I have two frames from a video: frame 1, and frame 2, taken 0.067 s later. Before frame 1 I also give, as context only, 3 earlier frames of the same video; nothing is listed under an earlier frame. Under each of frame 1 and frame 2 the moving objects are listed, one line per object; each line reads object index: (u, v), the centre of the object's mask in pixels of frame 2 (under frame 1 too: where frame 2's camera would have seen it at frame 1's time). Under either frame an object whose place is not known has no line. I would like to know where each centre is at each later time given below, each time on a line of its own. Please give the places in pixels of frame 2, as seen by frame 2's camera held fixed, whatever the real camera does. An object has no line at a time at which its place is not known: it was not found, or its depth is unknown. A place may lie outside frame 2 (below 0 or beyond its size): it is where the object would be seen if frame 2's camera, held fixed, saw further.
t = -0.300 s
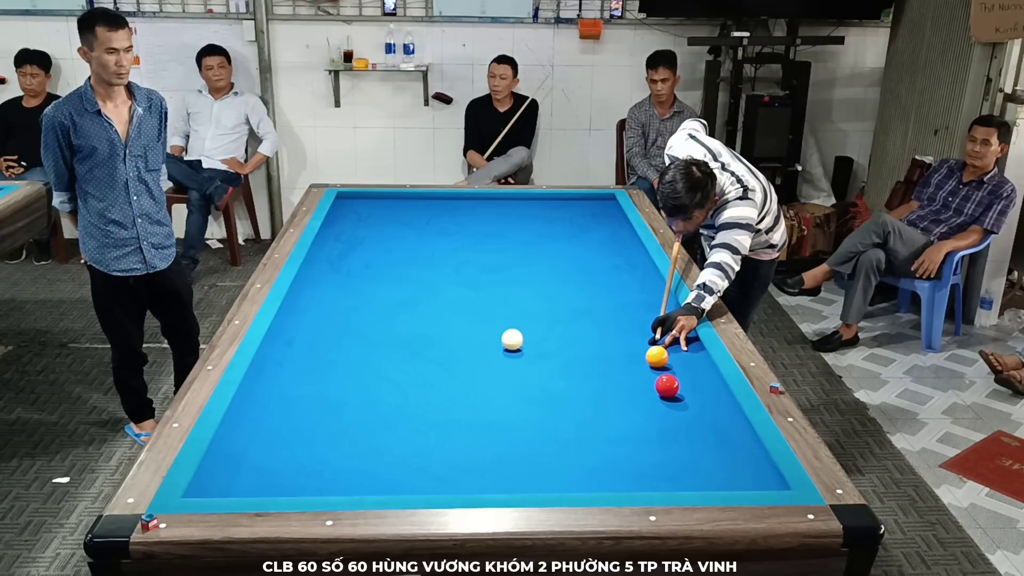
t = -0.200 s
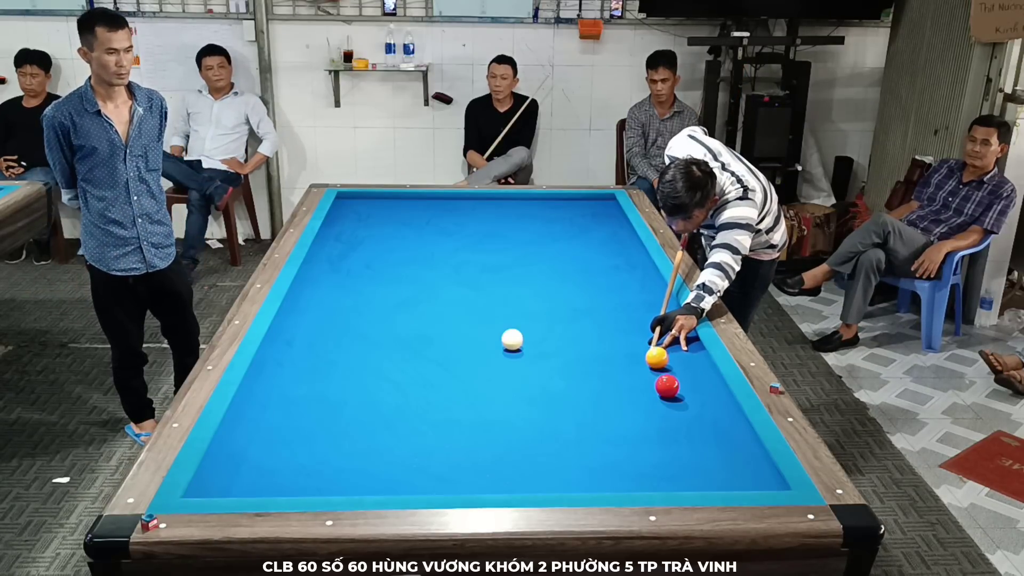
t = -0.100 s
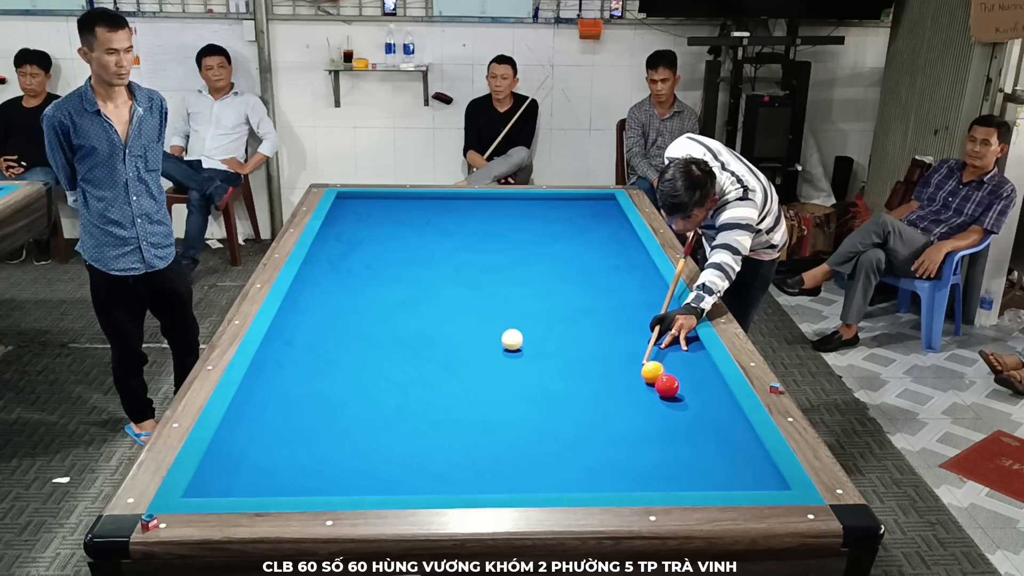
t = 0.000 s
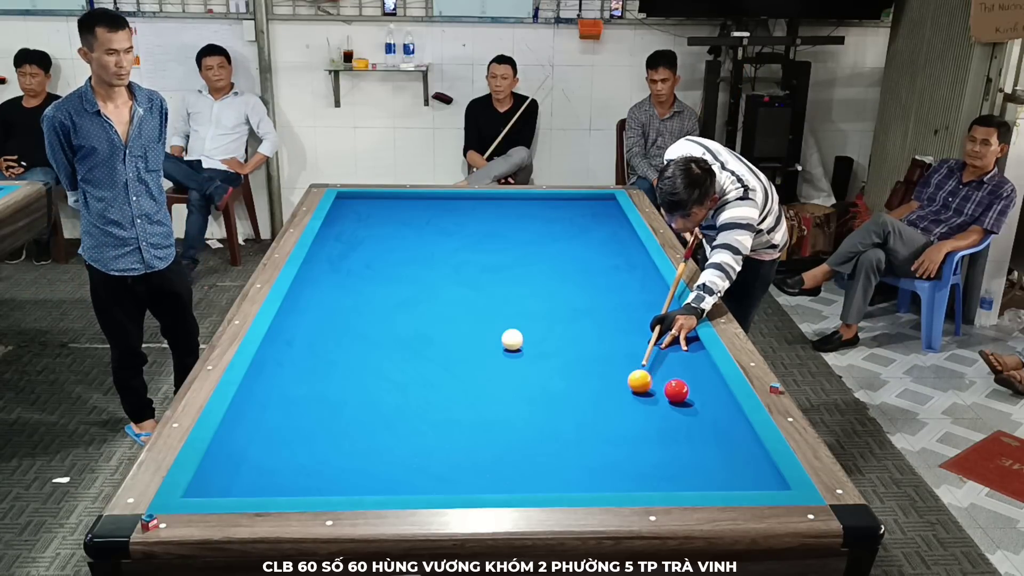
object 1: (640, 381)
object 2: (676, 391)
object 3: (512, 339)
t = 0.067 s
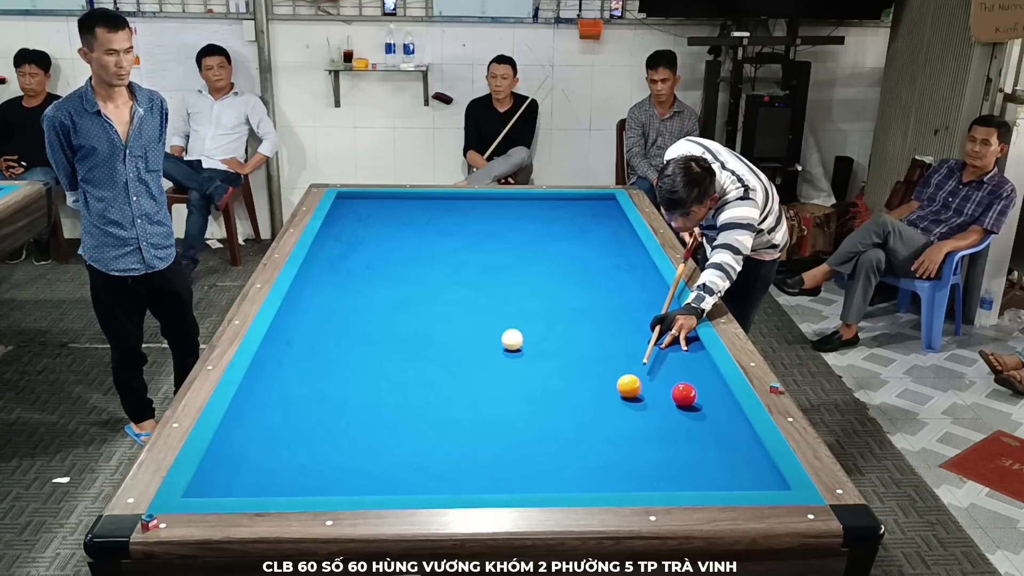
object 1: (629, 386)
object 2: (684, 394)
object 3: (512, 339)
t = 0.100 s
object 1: (624, 389)
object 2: (687, 396)
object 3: (512, 339)
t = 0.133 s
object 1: (618, 391)
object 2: (691, 398)
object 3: (512, 339)
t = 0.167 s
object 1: (613, 394)
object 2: (694, 400)
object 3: (512, 339)
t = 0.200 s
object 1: (607, 396)
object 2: (698, 402)
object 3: (512, 339)
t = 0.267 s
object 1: (596, 402)
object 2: (705, 405)
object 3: (512, 339)
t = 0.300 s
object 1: (590, 404)
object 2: (709, 407)
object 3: (512, 339)
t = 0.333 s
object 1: (584, 407)
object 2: (712, 409)
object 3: (512, 339)
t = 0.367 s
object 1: (578, 410)
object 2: (716, 411)
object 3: (512, 339)
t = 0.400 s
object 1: (572, 413)
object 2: (719, 413)
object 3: (512, 339)
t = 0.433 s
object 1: (566, 415)
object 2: (723, 415)
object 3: (512, 339)
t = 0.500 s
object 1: (554, 421)
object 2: (730, 419)
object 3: (512, 339)
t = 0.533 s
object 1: (548, 424)
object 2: (734, 420)
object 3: (512, 339)
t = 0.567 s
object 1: (542, 427)
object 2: (737, 422)
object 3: (512, 339)
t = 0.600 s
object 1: (536, 430)
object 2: (737, 424)
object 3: (512, 339)
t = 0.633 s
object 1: (529, 433)
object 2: (737, 425)
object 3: (512, 339)
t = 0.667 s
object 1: (523, 436)
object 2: (736, 427)
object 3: (512, 339)
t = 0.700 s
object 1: (516, 439)
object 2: (736, 428)
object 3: (512, 339)
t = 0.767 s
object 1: (503, 445)
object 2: (735, 431)
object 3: (512, 339)
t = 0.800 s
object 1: (497, 448)
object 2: (734, 433)
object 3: (512, 339)
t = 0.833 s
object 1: (490, 451)
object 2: (733, 434)
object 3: (512, 339)
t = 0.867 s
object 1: (483, 454)
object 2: (733, 436)
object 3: (512, 339)
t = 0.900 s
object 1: (476, 458)
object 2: (732, 438)
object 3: (512, 339)
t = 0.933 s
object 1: (469, 461)
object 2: (732, 439)
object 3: (512, 339)
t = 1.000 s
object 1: (455, 468)
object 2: (730, 442)
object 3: (512, 339)
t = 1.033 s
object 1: (448, 471)
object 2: (730, 443)
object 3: (512, 339)
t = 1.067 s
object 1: (441, 474)
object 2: (729, 445)
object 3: (512, 339)
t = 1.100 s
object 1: (433, 478)
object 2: (729, 446)
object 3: (512, 339)
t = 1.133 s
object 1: (426, 481)
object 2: (728, 448)
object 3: (512, 339)
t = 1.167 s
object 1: (418, 483)
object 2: (728, 449)
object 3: (512, 339)
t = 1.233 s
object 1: (403, 487)
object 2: (726, 452)
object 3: (512, 339)
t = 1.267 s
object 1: (395, 487)
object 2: (726, 454)
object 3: (512, 339)
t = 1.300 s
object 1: (387, 486)
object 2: (725, 455)
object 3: (512, 339)
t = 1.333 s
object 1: (379, 485)
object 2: (724, 457)
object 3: (512, 339)
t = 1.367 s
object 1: (371, 484)
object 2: (724, 458)
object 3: (512, 339)
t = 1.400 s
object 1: (364, 483)
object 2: (723, 460)
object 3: (512, 339)
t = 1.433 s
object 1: (356, 482)
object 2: (722, 461)
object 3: (512, 339)
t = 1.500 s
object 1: (341, 479)
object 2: (721, 464)
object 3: (512, 339)
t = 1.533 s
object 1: (333, 477)
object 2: (721, 465)
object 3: (512, 339)
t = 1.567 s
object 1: (326, 476)
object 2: (720, 467)
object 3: (512, 339)
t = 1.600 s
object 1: (318, 474)
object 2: (719, 468)
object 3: (512, 339)
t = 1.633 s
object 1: (311, 472)
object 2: (719, 470)
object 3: (512, 339)
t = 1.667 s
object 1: (304, 471)
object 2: (718, 471)
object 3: (512, 339)
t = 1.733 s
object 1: (289, 468)
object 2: (717, 474)
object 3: (512, 339)
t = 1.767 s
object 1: (282, 466)
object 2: (716, 475)
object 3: (512, 339)
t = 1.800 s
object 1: (275, 465)
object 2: (715, 477)
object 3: (512, 339)
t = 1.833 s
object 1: (268, 463)
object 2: (715, 478)
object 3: (512, 339)
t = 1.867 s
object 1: (262, 461)
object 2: (714, 479)
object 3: (512, 339)
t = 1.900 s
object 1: (255, 460)
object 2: (713, 480)
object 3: (512, 339)
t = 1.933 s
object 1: (248, 458)
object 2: (713, 480)
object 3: (512, 339)
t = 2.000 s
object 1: (234, 456)
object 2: (711, 482)
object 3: (512, 339)
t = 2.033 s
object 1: (228, 454)
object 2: (711, 483)
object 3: (512, 339)
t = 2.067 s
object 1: (221, 453)
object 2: (710, 483)
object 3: (512, 339)
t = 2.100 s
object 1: (220, 451)
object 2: (709, 484)
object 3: (512, 339)
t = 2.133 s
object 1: (227, 449)
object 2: (708, 483)
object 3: (512, 339)
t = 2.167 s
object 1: (233, 446)
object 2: (706, 483)
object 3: (512, 339)
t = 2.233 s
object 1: (242, 442)
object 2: (704, 482)
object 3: (512, 339)
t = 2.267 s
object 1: (247, 440)
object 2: (703, 482)
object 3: (512, 339)
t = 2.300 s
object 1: (252, 438)
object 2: (702, 481)
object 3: (512, 339)
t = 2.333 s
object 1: (257, 436)
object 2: (701, 481)
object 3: (512, 339)
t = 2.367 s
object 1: (261, 434)
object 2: (700, 481)
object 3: (512, 339)
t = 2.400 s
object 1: (266, 432)
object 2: (699, 480)
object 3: (512, 339)
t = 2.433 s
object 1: (270, 430)
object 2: (698, 480)
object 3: (512, 339)
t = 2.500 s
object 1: (279, 427)
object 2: (696, 479)
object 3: (512, 339)
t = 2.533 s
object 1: (284, 425)
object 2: (695, 479)
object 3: (512, 339)
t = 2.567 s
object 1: (288, 423)
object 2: (694, 478)
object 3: (512, 339)
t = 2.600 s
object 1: (292, 421)
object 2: (693, 478)
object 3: (512, 339)
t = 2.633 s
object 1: (296, 420)
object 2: (692, 478)
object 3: (512, 339)
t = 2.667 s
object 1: (300, 418)
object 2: (691, 477)
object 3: (512, 339)
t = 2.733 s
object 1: (308, 414)
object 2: (689, 477)
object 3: (512, 339)
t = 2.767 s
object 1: (312, 413)
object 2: (688, 476)
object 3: (512, 339)
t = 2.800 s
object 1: (316, 411)
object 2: (688, 476)
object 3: (512, 339)
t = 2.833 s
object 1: (320, 410)
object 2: (687, 475)
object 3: (512, 339)
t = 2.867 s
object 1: (324, 408)
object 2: (686, 474)
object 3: (512, 339)
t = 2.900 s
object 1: (328, 406)
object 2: (685, 474)
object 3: (512, 339)
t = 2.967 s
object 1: (335, 403)
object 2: (684, 473)
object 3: (512, 339)
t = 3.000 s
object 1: (339, 402)
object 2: (683, 472)
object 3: (512, 339)
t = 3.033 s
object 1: (342, 400)
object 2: (682, 472)
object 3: (512, 339)
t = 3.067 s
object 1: (346, 399)
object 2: (682, 471)
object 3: (512, 339)
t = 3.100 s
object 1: (350, 397)
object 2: (681, 471)
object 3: (512, 339)
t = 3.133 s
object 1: (353, 396)
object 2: (681, 471)
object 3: (512, 339)
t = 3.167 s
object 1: (357, 394)
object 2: (680, 470)
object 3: (512, 339)
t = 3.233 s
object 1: (363, 391)
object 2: (679, 469)
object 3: (512, 339)
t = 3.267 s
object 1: (367, 390)
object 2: (678, 469)
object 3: (512, 339)
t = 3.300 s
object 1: (370, 389)
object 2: (678, 469)
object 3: (512, 339)
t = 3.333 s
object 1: (373, 387)
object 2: (678, 469)
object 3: (512, 339)
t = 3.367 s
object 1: (376, 386)
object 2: (677, 468)
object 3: (512, 339)
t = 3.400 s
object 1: (379, 385)
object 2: (677, 468)
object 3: (512, 339)
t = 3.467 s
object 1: (386, 382)
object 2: (676, 468)
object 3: (512, 339)
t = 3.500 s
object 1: (389, 381)
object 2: (675, 467)
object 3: (512, 339)
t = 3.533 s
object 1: (392, 380)
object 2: (675, 467)
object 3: (512, 339)
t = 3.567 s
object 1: (395, 378)
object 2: (674, 467)
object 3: (512, 339)
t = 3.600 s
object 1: (398, 377)
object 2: (674, 467)
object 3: (512, 339)
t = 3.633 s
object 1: (401, 376)
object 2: (674, 467)
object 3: (512, 339)
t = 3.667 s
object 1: (404, 375)
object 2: (673, 466)
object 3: (512, 339)
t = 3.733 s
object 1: (409, 372)
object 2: (673, 466)
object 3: (512, 339)
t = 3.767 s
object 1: (412, 371)
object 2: (672, 466)
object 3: (512, 339)
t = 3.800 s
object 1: (415, 370)
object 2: (672, 466)
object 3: (512, 339)
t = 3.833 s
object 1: (417, 369)
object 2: (672, 466)
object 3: (512, 339)
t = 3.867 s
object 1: (420, 368)
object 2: (672, 466)
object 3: (512, 339)
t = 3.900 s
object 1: (423, 367)
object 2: (672, 466)
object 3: (512, 339)
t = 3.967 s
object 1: (428, 365)
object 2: (671, 466)
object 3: (512, 339)
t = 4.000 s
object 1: (431, 363)
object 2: (671, 466)
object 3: (512, 339)
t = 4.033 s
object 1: (433, 362)
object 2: (671, 466)
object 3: (512, 339)
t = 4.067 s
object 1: (436, 361)
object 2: (671, 466)
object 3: (512, 339)
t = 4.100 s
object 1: (438, 360)
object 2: (671, 466)
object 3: (512, 339)
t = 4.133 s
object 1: (441, 359)
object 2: (671, 466)
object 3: (512, 339)
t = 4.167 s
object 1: (443, 358)
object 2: (671, 466)
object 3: (512, 339)
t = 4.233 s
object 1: (448, 356)
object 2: (671, 466)
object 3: (512, 339)
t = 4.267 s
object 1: (450, 355)
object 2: (671, 466)
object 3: (512, 339)
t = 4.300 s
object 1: (452, 354)
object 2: (671, 466)
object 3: (512, 339)
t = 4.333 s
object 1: (455, 353)
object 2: (671, 466)
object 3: (512, 339)
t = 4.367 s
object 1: (457, 352)
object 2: (671, 466)
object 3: (512, 339)
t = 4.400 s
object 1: (459, 351)
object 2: (671, 466)
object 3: (512, 339)
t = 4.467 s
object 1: (464, 350)
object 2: (671, 466)
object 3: (512, 339)
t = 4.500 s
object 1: (466, 349)
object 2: (671, 466)
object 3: (512, 339)
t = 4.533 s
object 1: (468, 348)
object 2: (671, 466)
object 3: (512, 339)
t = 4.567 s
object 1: (470, 347)
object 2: (671, 466)
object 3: (512, 339)
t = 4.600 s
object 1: (472, 346)
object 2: (671, 466)
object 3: (512, 339)
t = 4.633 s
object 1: (474, 346)
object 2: (671, 466)
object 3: (512, 339)
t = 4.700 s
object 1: (479, 344)
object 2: (671, 466)
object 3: (512, 339)
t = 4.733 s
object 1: (480, 343)
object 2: (671, 466)
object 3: (512, 339)
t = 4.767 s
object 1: (482, 342)
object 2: (671, 466)
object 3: (512, 339)
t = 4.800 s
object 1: (484, 342)
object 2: (671, 466)
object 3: (512, 339)
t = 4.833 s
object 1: (486, 341)
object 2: (671, 466)
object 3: (512, 339)
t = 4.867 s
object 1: (488, 340)
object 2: (671, 466)
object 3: (512, 339)
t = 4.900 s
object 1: (490, 339)
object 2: (671, 466)
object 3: (512, 339)
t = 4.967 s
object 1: (492, 338)
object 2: (671, 466)
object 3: (514, 339)
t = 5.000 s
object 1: (492, 337)
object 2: (671, 466)
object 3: (515, 339)
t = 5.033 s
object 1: (493, 336)
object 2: (671, 466)
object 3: (516, 339)
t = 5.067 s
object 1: (493, 335)
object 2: (671, 466)
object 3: (517, 339)
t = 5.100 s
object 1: (494, 335)
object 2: (671, 466)
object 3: (518, 339)
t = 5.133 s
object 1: (494, 334)
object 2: (671, 466)
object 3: (519, 339)
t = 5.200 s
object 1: (495, 333)
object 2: (671, 466)
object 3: (521, 339)
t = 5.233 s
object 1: (496, 332)
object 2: (671, 466)
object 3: (522, 339)
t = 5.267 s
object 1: (496, 331)
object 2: (671, 466)
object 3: (523, 339)
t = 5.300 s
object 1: (497, 331)
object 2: (671, 466)
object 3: (524, 339)
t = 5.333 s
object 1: (497, 330)
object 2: (671, 466)
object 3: (525, 339)
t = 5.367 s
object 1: (498, 330)
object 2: (671, 466)
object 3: (526, 339)
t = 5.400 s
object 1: (498, 329)
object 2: (671, 466)
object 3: (527, 339)
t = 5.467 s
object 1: (499, 328)
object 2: (671, 466)
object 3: (529, 339)
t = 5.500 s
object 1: (500, 327)
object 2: (671, 466)
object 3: (529, 339)
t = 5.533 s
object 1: (500, 327)
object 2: (671, 466)
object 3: (530, 339)
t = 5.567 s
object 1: (500, 326)
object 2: (671, 466)
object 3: (531, 339)
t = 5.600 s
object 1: (501, 326)
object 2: (671, 466)
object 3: (532, 339)
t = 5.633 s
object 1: (501, 325)
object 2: (671, 466)
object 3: (532, 339)
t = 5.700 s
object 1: (502, 324)
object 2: (671, 466)
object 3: (534, 339)
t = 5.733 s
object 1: (502, 324)
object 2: (671, 466)
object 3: (535, 339)
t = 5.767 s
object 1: (503, 323)
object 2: (671, 466)
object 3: (535, 339)
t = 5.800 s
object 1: (503, 323)
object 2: (671, 466)
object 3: (536, 339)
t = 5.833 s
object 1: (503, 322)
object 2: (671, 466)
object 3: (536, 339)
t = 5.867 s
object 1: (504, 322)
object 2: (671, 466)
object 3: (537, 339)
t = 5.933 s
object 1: (505, 321)
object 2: (671, 466)
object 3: (538, 339)
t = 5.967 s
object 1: (505, 320)
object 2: (671, 466)
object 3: (539, 339)
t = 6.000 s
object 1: (505, 320)
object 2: (671, 466)
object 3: (539, 339)
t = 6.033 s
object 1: (506, 319)
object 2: (671, 466)
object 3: (540, 339)
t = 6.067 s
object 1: (506, 319)
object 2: (671, 466)
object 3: (540, 339)
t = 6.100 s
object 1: (506, 318)
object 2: (671, 466)
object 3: (541, 339)
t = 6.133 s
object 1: (507, 318)
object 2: (671, 466)
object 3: (541, 339)
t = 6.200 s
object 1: (507, 317)
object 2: (671, 466)
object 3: (542, 339)
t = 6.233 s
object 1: (508, 317)
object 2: (671, 466)
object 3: (543, 339)
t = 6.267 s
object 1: (508, 316)
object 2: (671, 466)
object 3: (543, 339)
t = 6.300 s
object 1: (508, 316)
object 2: (671, 466)
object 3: (543, 339)
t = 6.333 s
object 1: (509, 316)
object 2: (671, 466)
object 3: (544, 339)
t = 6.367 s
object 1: (509, 315)
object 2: (671, 466)
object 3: (544, 339)
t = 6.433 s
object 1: (509, 315)
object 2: (671, 466)
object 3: (545, 339)
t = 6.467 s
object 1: (509, 314)
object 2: (671, 466)
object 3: (545, 339)
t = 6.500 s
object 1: (510, 314)
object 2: (671, 466)
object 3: (545, 339)
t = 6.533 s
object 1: (510, 314)
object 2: (671, 466)
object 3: (546, 339)
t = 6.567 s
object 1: (510, 313)
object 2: (671, 466)
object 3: (546, 339)
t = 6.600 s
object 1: (511, 313)
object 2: (671, 466)
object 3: (546, 339)
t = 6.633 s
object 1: (511, 313)
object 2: (671, 466)
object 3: (546, 339)
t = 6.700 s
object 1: (511, 312)
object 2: (671, 466)
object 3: (547, 339)
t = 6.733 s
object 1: (511, 312)
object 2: (671, 466)
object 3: (547, 339)
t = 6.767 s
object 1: (511, 312)
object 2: (671, 466)
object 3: (547, 339)
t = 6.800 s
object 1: (512, 311)
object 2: (671, 466)
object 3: (547, 339)
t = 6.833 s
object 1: (512, 311)
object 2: (671, 466)
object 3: (547, 339)
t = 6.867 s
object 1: (512, 311)
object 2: (671, 466)
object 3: (547, 339)
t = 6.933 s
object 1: (512, 310)
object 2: (671, 466)
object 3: (547, 338)
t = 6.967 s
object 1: (512, 310)
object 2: (671, 466)
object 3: (547, 338)
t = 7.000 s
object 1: (512, 310)
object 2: (671, 466)
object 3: (547, 338)
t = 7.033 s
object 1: (512, 310)
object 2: (671, 466)
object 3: (547, 338)
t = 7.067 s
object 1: (513, 309)
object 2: (671, 466)
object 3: (547, 338)
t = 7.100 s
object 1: (513, 309)
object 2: (671, 466)
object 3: (547, 338)
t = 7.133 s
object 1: (513, 309)
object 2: (671, 466)
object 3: (547, 338)
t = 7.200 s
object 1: (513, 309)
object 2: (671, 466)
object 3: (547, 338)
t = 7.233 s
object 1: (513, 308)
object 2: (671, 466)
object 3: (547, 338)
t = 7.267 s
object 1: (513, 308)
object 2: (671, 466)
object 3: (547, 338)
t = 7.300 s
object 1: (513, 308)
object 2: (671, 466)
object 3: (547, 338)
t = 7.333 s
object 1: (513, 308)
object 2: (671, 466)
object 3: (547, 338)
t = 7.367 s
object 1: (514, 308)
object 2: (671, 466)
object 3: (547, 338)
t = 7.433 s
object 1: (514, 308)
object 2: (671, 466)
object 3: (547, 338)
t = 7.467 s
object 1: (514, 308)
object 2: (671, 466)
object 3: (547, 339)
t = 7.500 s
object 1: (514, 307)
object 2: (671, 466)
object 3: (547, 338)
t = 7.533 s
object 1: (514, 307)
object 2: (671, 466)
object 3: (547, 338)
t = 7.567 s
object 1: (514, 307)
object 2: (671, 466)
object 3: (547, 338)
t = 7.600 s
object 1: (514, 307)
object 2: (671, 466)
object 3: (547, 338)
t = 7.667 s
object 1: (514, 307)
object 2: (671, 466)
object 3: (547, 338)
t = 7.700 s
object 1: (514, 307)
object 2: (671, 466)
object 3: (547, 338)
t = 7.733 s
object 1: (514, 307)
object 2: (671, 466)
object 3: (547, 338)
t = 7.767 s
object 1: (514, 307)
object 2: (671, 466)
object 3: (547, 338)
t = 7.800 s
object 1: (514, 307)
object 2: (671, 466)
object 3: (547, 338)
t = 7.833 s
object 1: (514, 306)
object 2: (671, 466)
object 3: (547, 338)
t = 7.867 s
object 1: (514, 306)
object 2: (671, 466)
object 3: (547, 339)
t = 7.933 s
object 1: (514, 306)
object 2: (671, 466)
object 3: (547, 338)
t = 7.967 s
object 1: (514, 306)
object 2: (671, 466)
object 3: (547, 338)
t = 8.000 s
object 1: (514, 306)
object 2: (671, 466)
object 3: (547, 338)
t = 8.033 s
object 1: (514, 306)
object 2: (671, 466)
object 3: (547, 339)
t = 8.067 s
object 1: (514, 306)
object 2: (671, 466)
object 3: (547, 338)
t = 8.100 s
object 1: (514, 306)
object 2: (671, 466)
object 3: (547, 338)
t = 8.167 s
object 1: (514, 306)
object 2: (671, 466)
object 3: (547, 339)
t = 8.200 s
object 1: (514, 306)
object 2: (671, 466)
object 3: (547, 338)
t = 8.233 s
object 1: (514, 306)
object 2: (671, 466)
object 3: (547, 338)
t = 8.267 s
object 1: (514, 306)
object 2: (671, 466)
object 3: (547, 339)
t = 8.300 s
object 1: (514, 306)
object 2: (671, 466)
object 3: (547, 338)
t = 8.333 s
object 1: (514, 306)
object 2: (671, 466)
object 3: (547, 339)
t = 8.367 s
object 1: (514, 306)
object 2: (671, 466)
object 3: (547, 339)
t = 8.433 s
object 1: (514, 306)
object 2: (671, 466)
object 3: (547, 339)
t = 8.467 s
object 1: (514, 306)
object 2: (671, 466)
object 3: (547, 338)
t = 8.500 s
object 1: (514, 306)
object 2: (671, 466)
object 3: (547, 339)
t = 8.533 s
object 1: (514, 306)
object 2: (671, 466)
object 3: (547, 338)
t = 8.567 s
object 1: (514, 306)
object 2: (671, 466)
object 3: (547, 339)
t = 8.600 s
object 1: (514, 306)
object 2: (671, 466)
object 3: (547, 339)
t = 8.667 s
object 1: (514, 306)
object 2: (671, 466)
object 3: (547, 338)
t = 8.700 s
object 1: (514, 306)
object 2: (671, 466)
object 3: (547, 339)
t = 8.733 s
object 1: (514, 306)
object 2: (671, 466)
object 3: (547, 339)
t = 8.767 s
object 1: (514, 306)
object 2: (671, 466)
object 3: (547, 338)
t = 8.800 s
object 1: (514, 306)
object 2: (671, 466)
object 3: (547, 339)
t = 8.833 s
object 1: (514, 306)
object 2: (671, 466)
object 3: (547, 339)
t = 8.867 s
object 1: (514, 306)
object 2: (671, 466)
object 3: (547, 339)
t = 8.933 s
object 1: (514, 306)
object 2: (671, 466)
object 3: (547, 339)
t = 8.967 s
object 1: (514, 306)
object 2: (671, 466)
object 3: (547, 339)
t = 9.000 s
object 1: (514, 306)
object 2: (671, 466)
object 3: (547, 339)
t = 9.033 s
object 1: (514, 306)
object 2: (671, 466)
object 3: (547, 338)
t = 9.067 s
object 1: (514, 306)
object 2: (671, 466)
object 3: (547, 339)
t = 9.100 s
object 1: (514, 306)
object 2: (671, 466)
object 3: (547, 339)
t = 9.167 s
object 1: (514, 306)
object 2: (671, 466)
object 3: (547, 338)
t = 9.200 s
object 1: (514, 306)
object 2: (671, 466)
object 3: (547, 338)
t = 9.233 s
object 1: (514, 306)
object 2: (671, 466)
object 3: (547, 339)
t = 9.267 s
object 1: (514, 306)
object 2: (671, 466)
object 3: (547, 338)
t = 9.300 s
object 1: (514, 306)
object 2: (671, 466)
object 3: (547, 338)
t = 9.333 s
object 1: (514, 306)
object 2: (671, 466)
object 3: (547, 339)
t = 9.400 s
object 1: (514, 306)
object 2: (671, 466)
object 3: (547, 339)
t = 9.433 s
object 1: (514, 306)
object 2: (671, 466)
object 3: (547, 339)
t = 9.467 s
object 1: (514, 306)
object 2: (671, 466)
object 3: (547, 338)
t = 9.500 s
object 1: (514, 306)
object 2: (671, 466)
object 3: (547, 338)
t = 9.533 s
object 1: (514, 306)
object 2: (671, 466)
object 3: (547, 338)
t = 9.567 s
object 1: (514, 306)
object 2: (671, 466)
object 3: (547, 338)
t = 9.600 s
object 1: (514, 306)
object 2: (671, 466)
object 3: (547, 338)
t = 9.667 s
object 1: (514, 306)
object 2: (671, 466)
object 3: (547, 338)
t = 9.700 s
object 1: (514, 306)
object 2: (671, 466)
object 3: (547, 338)
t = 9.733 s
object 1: (514, 306)
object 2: (671, 466)
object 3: (547, 338)
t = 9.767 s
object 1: (514, 306)
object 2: (671, 466)
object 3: (547, 338)
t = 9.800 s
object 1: (514, 306)
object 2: (671, 466)
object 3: (547, 338)
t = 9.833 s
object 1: (514, 306)
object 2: (671, 466)
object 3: (547, 338)
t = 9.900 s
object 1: (514, 306)
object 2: (671, 466)
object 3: (547, 338)
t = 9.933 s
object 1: (514, 306)
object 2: (671, 466)
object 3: (547, 338)
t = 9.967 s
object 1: (514, 306)
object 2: (671, 466)
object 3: (547, 338)
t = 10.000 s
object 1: (514, 306)
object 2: (671, 466)
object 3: (547, 338)
